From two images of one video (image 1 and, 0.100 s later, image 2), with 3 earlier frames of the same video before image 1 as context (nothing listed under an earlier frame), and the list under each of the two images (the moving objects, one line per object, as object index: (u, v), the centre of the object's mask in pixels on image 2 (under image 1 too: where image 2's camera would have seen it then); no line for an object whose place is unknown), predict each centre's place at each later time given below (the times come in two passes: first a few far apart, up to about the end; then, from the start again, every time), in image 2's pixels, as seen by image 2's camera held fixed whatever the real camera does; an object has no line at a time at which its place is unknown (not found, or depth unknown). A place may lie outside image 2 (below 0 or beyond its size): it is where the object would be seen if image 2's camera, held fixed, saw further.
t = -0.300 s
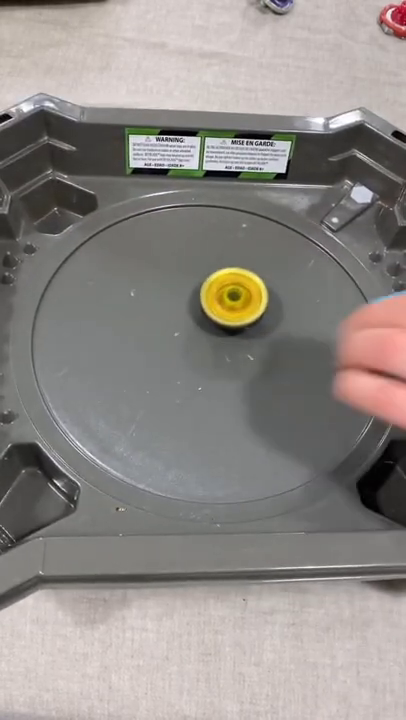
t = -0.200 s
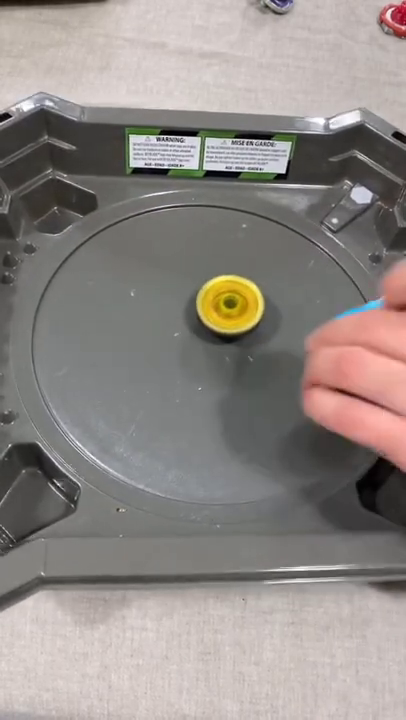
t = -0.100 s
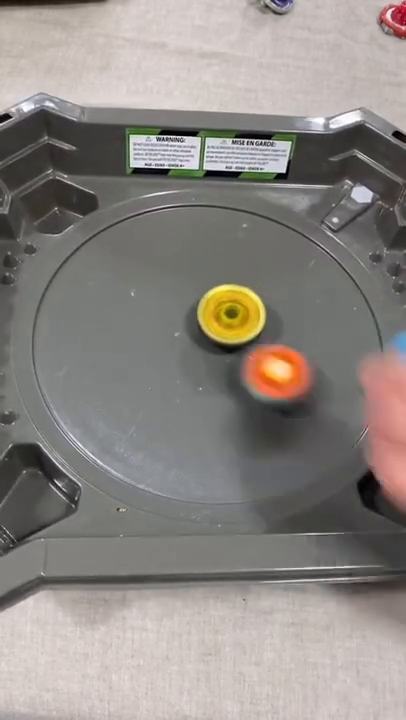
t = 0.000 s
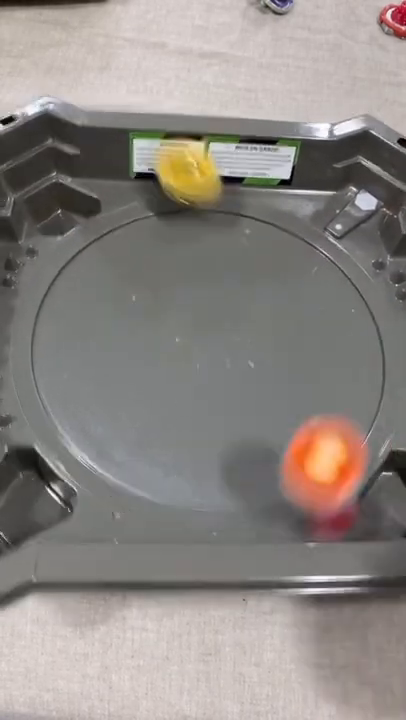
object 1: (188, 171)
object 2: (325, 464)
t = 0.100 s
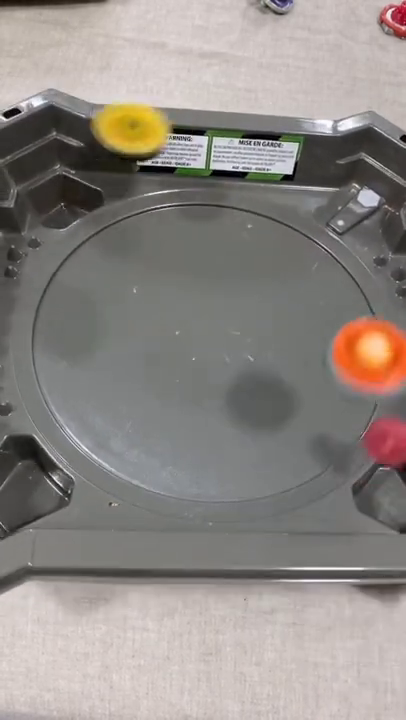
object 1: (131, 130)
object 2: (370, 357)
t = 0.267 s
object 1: (53, 179)
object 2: (327, 312)
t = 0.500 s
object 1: (63, 185)
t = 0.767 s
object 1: (64, 187)
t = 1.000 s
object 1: (63, 187)
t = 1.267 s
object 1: (66, 186)
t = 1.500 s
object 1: (61, 187)
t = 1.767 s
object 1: (66, 190)
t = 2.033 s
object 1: (69, 198)
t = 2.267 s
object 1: (117, 233)
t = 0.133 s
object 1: (113, 139)
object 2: (370, 344)
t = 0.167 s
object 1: (96, 160)
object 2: (369, 340)
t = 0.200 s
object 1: (83, 186)
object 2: (361, 342)
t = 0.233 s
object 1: (64, 183)
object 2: (346, 347)
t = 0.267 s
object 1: (53, 179)
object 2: (327, 312)
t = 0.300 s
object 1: (52, 184)
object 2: (301, 292)
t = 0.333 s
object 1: (57, 199)
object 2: (275, 276)
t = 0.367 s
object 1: (60, 201)
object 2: (248, 255)
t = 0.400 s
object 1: (59, 198)
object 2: (225, 234)
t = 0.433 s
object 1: (60, 197)
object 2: (202, 217)
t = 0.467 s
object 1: (62, 191)
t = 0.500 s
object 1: (63, 185)
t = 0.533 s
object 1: (60, 184)
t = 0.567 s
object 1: (56, 188)
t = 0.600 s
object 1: (58, 189)
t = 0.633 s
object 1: (62, 188)
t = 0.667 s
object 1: (63, 186)
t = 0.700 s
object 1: (63, 187)
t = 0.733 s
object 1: (61, 187)
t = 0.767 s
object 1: (64, 187)
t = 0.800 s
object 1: (64, 187)
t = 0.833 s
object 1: (63, 187)
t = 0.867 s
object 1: (64, 187)
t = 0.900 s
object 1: (64, 187)
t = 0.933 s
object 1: (64, 187)
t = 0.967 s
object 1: (64, 187)
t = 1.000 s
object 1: (63, 187)
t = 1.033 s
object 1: (63, 187)
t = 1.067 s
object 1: (64, 187)
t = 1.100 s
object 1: (65, 187)
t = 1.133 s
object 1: (65, 187)
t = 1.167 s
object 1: (65, 188)
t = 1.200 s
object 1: (65, 187)
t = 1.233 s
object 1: (66, 185)
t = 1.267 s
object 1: (66, 186)
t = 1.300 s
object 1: (65, 186)
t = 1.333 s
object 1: (64, 187)
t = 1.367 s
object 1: (64, 185)
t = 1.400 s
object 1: (65, 186)
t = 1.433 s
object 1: (62, 186)
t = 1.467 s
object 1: (62, 188)
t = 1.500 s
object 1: (61, 187)
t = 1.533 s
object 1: (62, 186)
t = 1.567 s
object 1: (62, 190)
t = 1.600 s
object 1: (63, 190)
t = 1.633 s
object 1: (64, 187)
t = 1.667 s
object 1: (68, 180)
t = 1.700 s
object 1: (72, 178)
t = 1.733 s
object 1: (70, 182)
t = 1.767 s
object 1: (66, 190)
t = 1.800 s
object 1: (65, 191)
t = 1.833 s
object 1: (59, 191)
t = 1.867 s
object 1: (62, 192)
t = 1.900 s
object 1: (61, 192)
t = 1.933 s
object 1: (65, 200)
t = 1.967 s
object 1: (64, 194)
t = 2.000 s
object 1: (63, 200)
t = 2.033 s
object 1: (69, 198)
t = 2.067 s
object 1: (79, 206)
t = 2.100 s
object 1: (79, 212)
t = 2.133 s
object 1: (83, 219)
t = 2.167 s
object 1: (86, 232)
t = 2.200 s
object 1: (95, 210)
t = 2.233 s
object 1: (108, 217)
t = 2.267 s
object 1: (117, 233)
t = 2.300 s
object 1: (124, 247)
